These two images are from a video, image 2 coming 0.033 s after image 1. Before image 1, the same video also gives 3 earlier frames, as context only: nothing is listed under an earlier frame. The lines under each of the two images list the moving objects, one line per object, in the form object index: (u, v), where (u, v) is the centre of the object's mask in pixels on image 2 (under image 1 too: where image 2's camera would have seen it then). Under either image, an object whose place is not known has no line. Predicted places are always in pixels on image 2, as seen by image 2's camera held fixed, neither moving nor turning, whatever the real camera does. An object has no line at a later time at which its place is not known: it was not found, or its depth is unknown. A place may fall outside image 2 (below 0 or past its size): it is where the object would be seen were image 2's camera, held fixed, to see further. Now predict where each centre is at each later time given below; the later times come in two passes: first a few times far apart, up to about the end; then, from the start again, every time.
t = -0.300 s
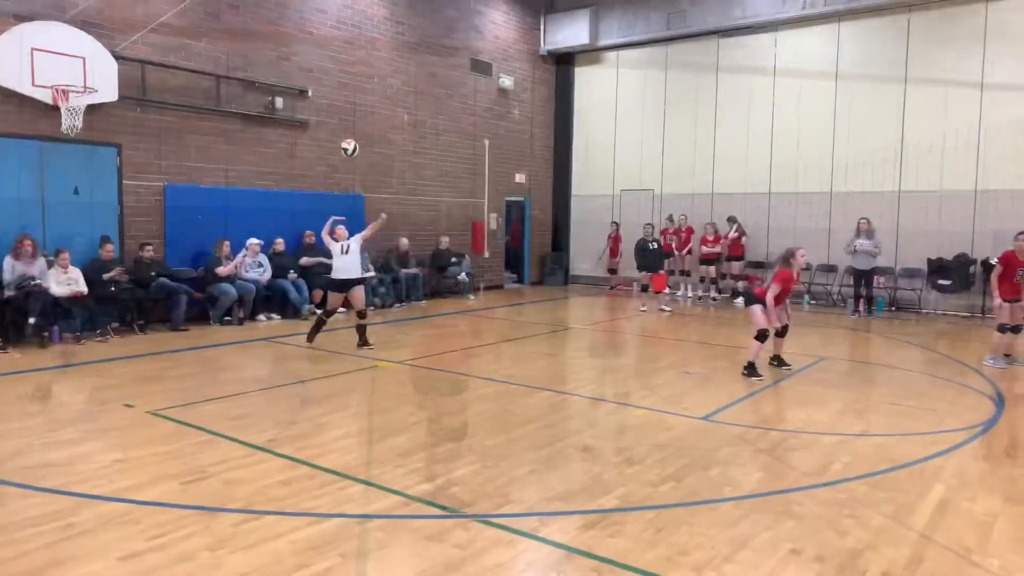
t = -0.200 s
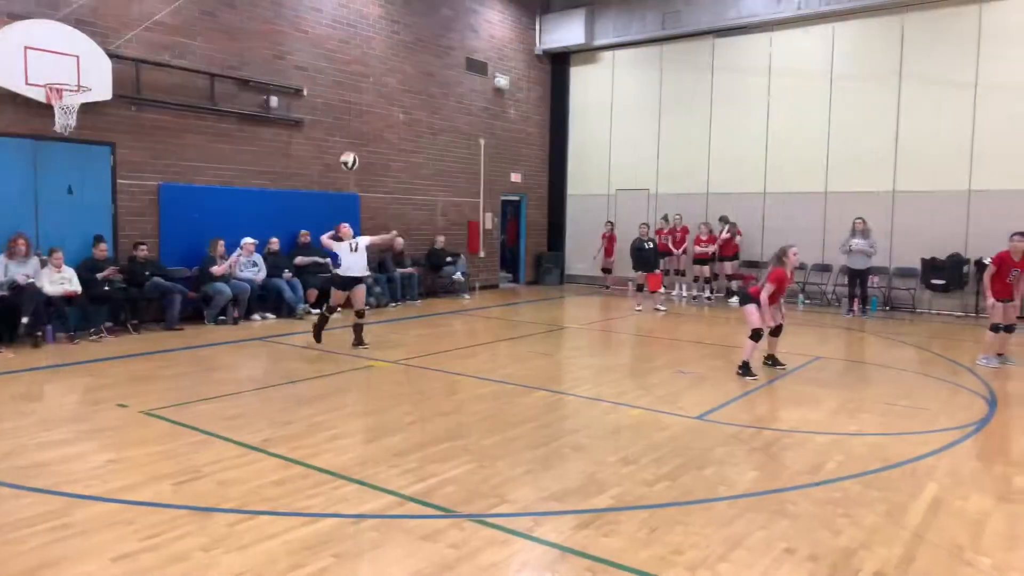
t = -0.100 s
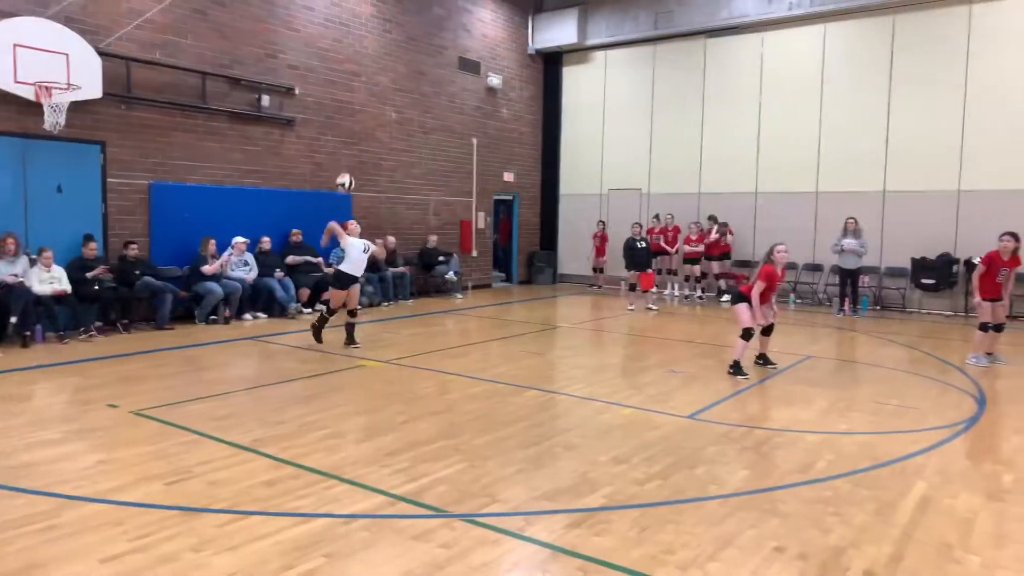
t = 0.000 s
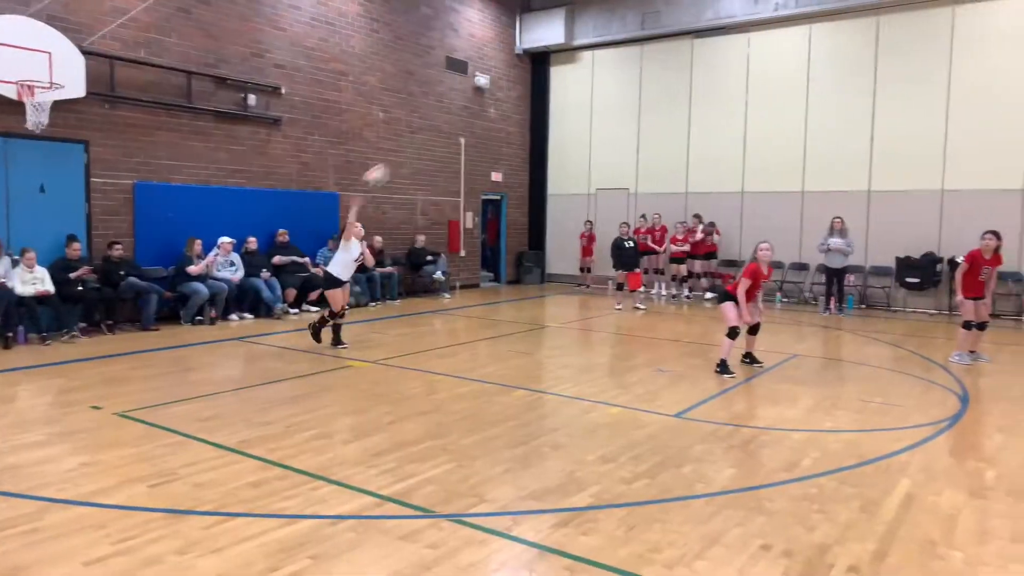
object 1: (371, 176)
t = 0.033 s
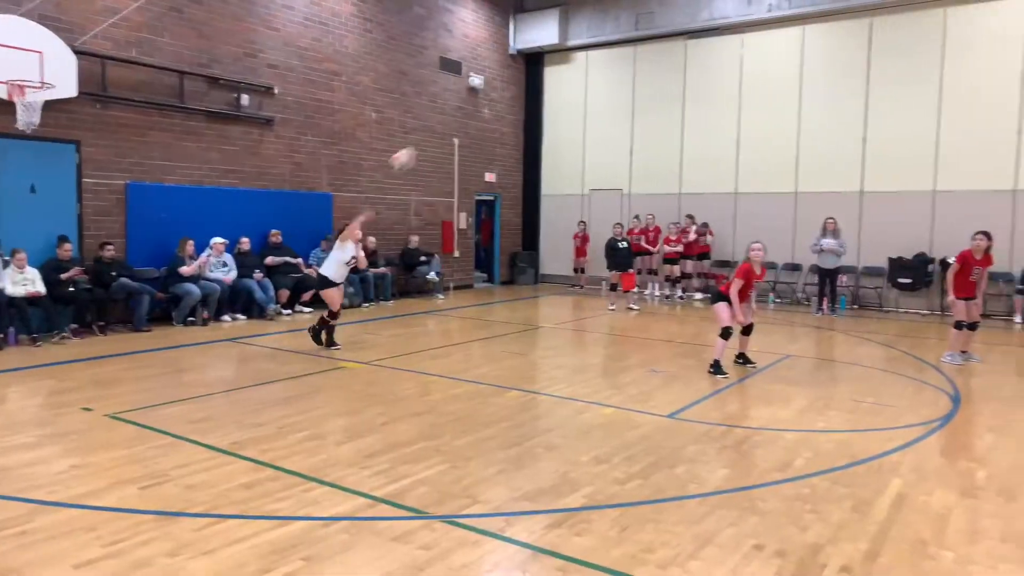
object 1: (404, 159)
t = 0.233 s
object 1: (625, 60)
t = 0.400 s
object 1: (856, -5)
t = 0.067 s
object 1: (437, 142)
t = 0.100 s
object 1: (471, 126)
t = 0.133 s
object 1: (508, 108)
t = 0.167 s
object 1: (544, 92)
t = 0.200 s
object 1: (584, 79)
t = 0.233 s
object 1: (625, 60)
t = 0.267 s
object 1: (667, 45)
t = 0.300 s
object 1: (712, 28)
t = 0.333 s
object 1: (759, 17)
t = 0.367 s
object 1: (806, 3)
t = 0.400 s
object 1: (856, -5)
